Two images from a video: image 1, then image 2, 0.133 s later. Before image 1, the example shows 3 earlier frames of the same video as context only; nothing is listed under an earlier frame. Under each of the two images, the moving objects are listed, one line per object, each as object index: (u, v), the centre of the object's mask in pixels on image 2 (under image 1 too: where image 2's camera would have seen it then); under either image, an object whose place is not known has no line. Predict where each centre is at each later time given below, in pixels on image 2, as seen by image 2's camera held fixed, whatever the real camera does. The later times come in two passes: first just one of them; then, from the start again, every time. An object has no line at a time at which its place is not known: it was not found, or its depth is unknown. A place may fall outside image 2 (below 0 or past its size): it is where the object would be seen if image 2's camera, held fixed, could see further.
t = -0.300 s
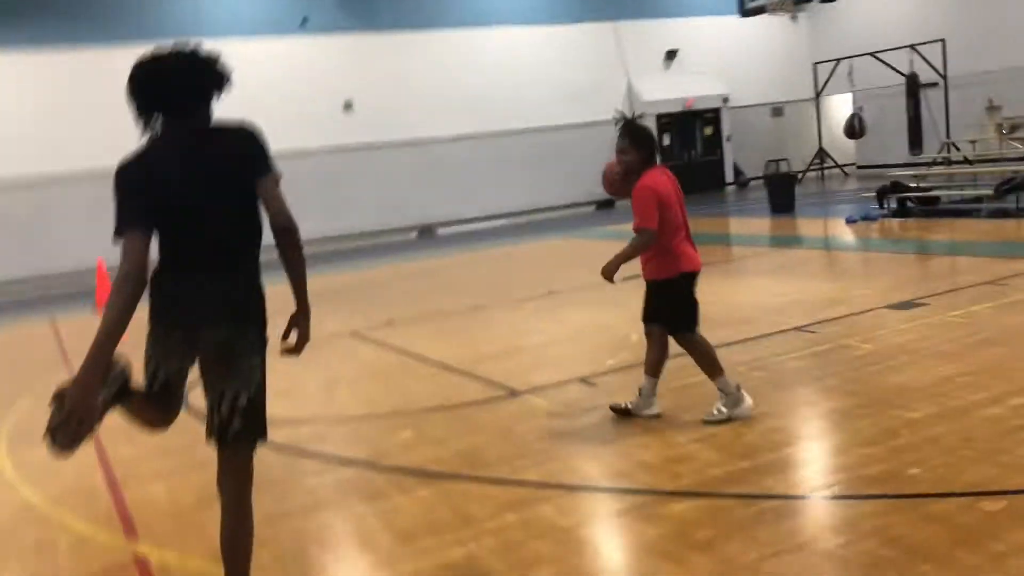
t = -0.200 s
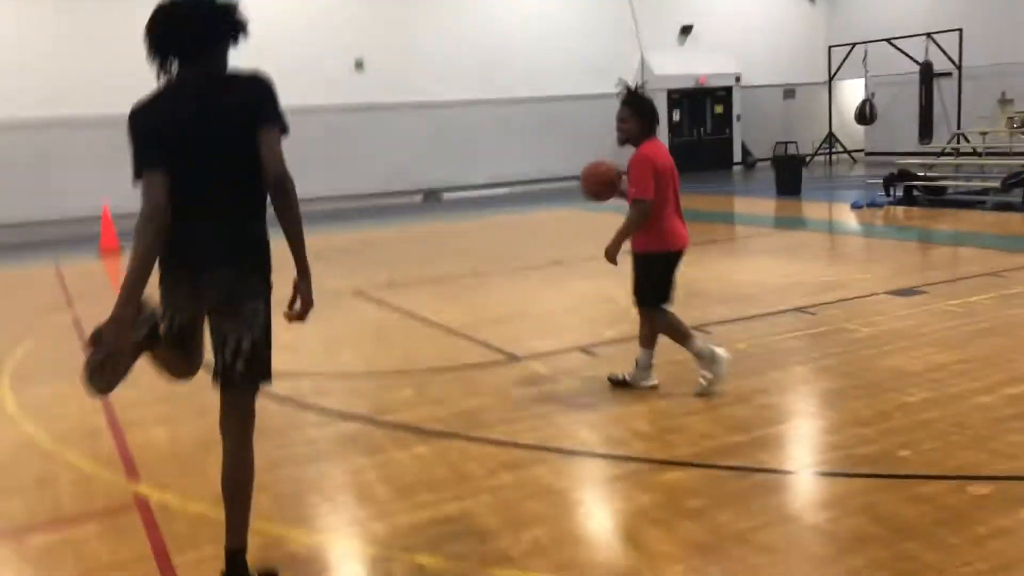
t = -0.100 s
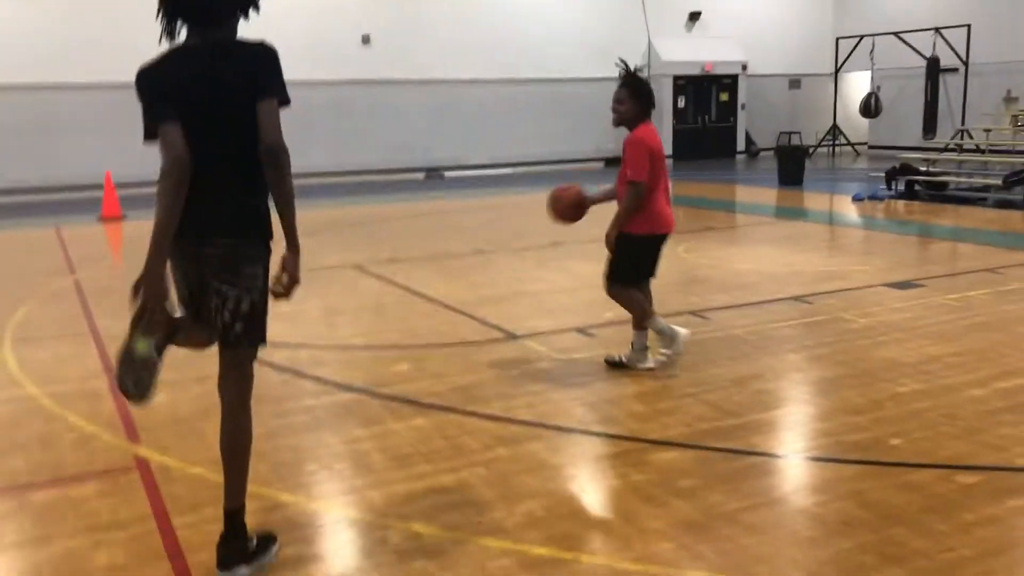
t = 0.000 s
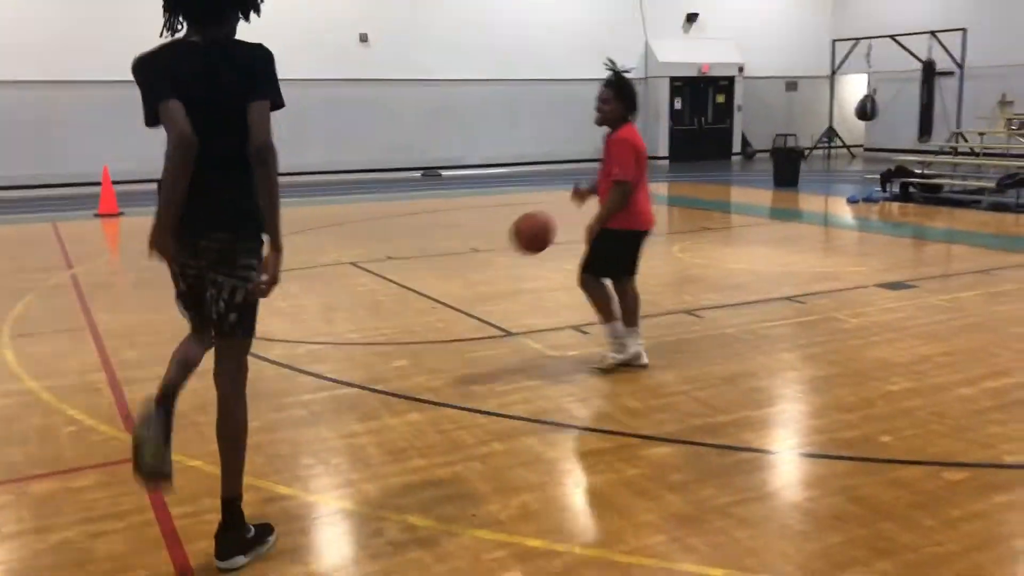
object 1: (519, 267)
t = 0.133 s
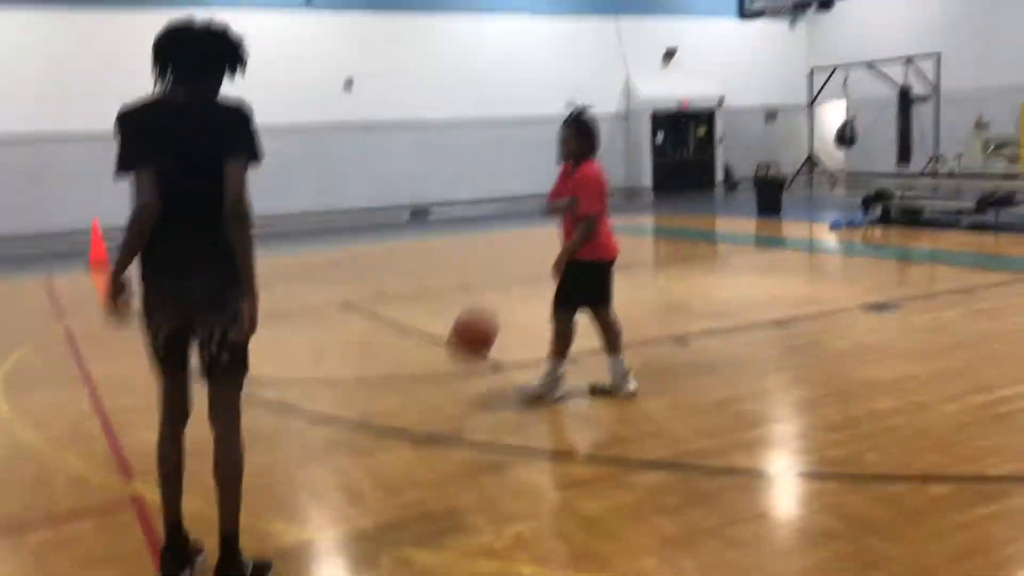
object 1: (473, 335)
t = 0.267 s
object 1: (420, 442)
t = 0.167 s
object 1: (460, 361)
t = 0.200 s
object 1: (447, 389)
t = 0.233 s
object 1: (435, 418)
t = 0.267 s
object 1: (420, 442)
